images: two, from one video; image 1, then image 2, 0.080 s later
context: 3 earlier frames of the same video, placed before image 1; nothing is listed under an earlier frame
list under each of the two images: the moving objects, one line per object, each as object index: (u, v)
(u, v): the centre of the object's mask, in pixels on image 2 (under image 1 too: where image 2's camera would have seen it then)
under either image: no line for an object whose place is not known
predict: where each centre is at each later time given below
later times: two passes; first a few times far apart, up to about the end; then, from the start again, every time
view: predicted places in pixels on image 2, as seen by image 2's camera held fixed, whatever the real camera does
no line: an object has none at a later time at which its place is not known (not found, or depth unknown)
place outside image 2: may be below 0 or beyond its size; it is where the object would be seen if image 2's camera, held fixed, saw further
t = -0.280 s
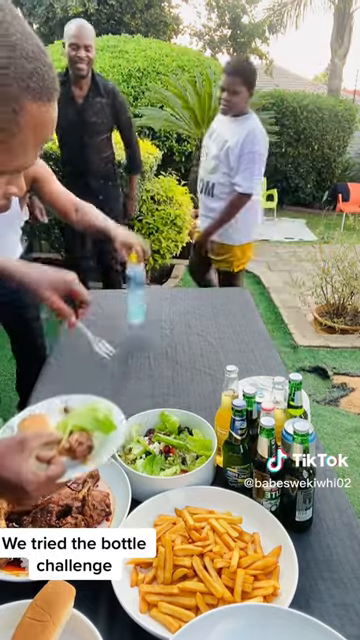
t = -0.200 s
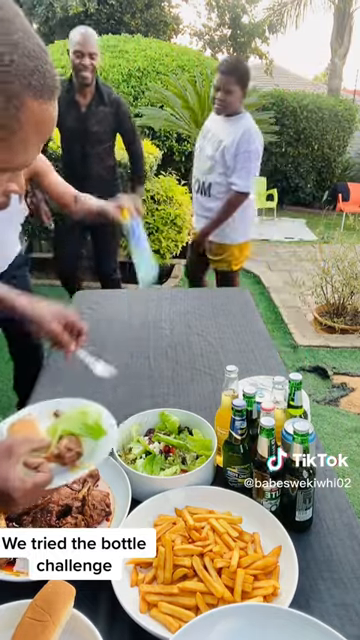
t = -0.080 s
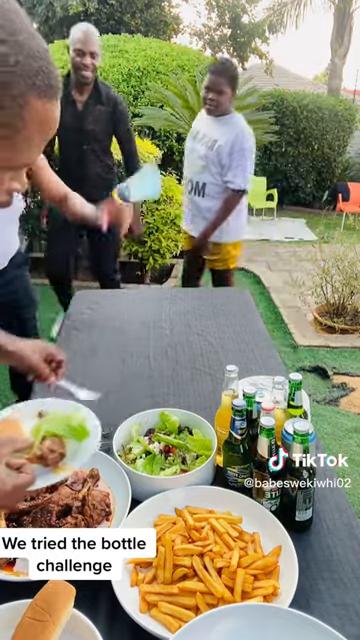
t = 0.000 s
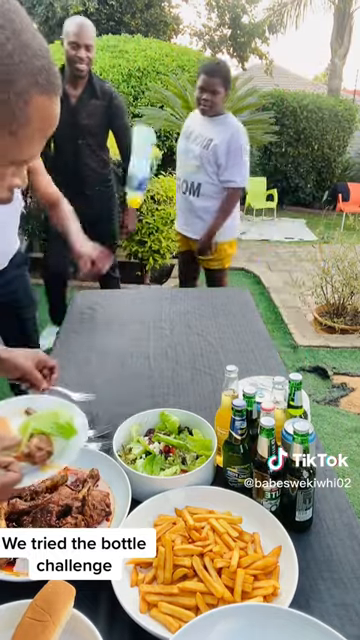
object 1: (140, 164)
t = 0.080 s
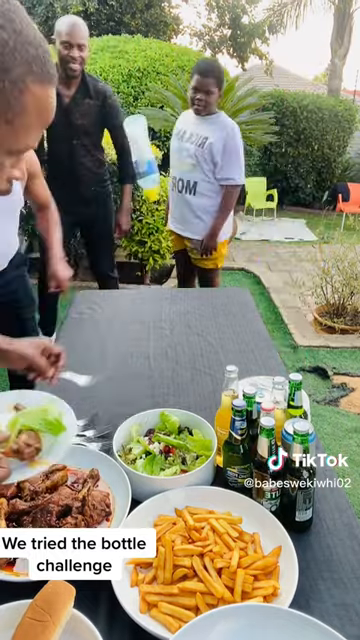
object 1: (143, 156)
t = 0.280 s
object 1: (146, 225)
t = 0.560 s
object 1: (153, 336)
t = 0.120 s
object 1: (143, 158)
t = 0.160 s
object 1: (143, 165)
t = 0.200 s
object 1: (144, 181)
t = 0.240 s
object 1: (144, 200)
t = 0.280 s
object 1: (146, 225)
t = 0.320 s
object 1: (146, 253)
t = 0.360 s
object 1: (147, 284)
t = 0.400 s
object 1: (148, 319)
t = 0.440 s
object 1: (152, 337)
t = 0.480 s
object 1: (152, 335)
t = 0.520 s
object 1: (152, 334)
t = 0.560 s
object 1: (153, 336)
